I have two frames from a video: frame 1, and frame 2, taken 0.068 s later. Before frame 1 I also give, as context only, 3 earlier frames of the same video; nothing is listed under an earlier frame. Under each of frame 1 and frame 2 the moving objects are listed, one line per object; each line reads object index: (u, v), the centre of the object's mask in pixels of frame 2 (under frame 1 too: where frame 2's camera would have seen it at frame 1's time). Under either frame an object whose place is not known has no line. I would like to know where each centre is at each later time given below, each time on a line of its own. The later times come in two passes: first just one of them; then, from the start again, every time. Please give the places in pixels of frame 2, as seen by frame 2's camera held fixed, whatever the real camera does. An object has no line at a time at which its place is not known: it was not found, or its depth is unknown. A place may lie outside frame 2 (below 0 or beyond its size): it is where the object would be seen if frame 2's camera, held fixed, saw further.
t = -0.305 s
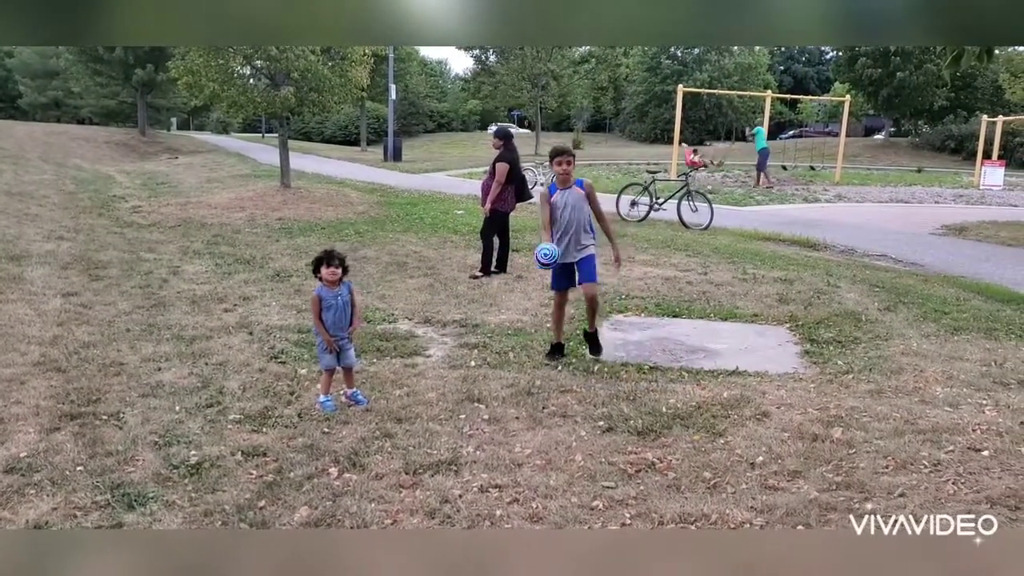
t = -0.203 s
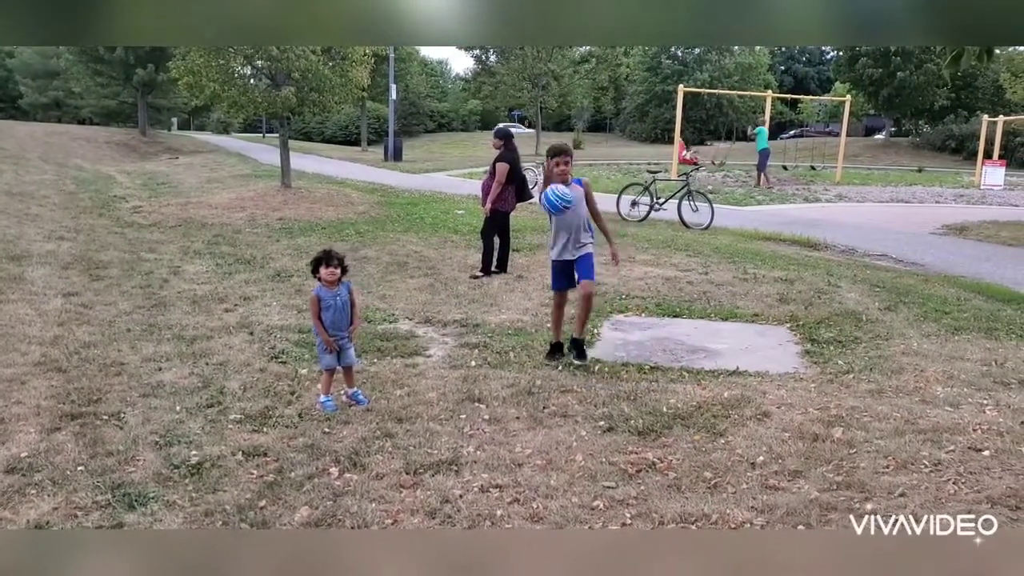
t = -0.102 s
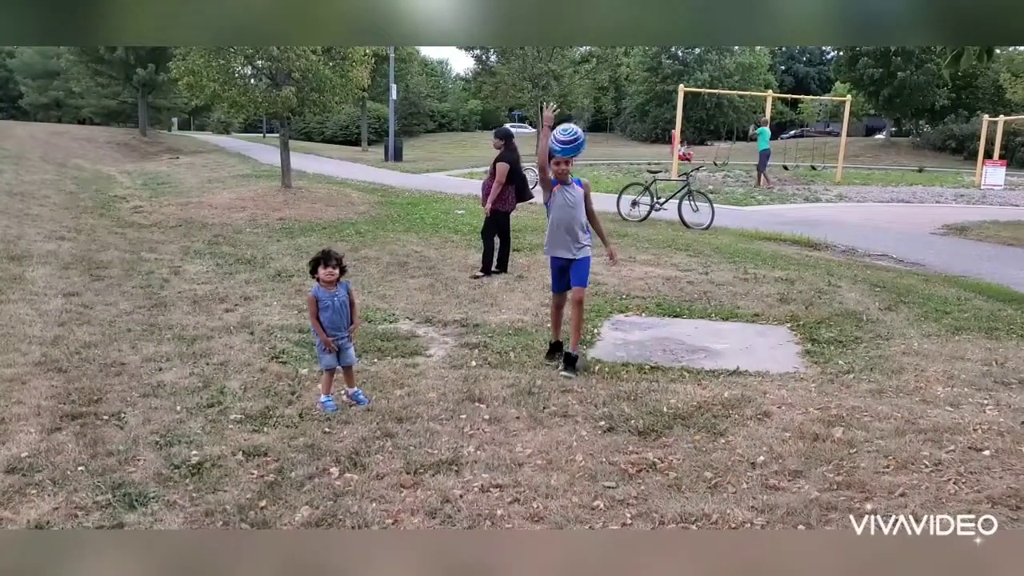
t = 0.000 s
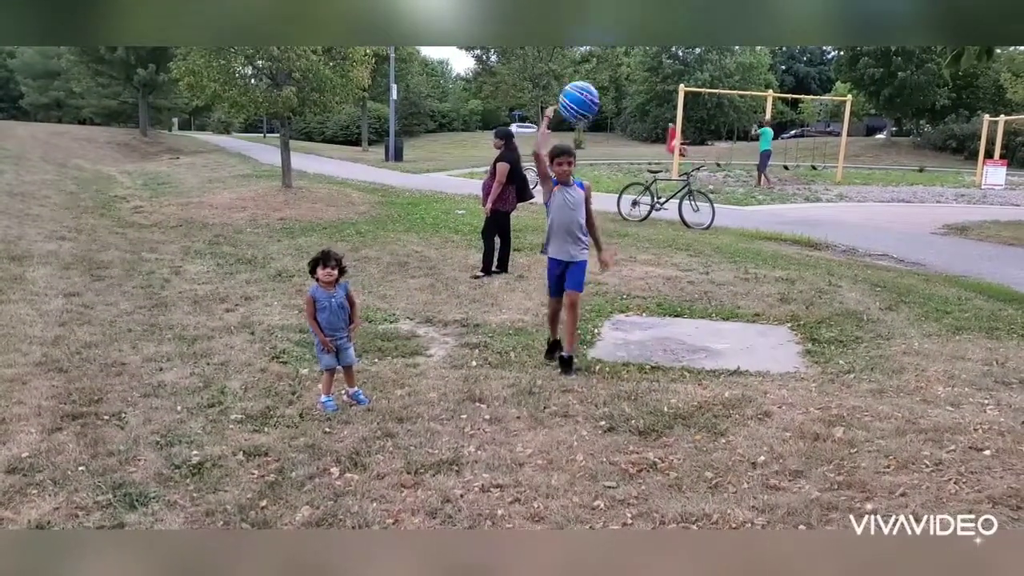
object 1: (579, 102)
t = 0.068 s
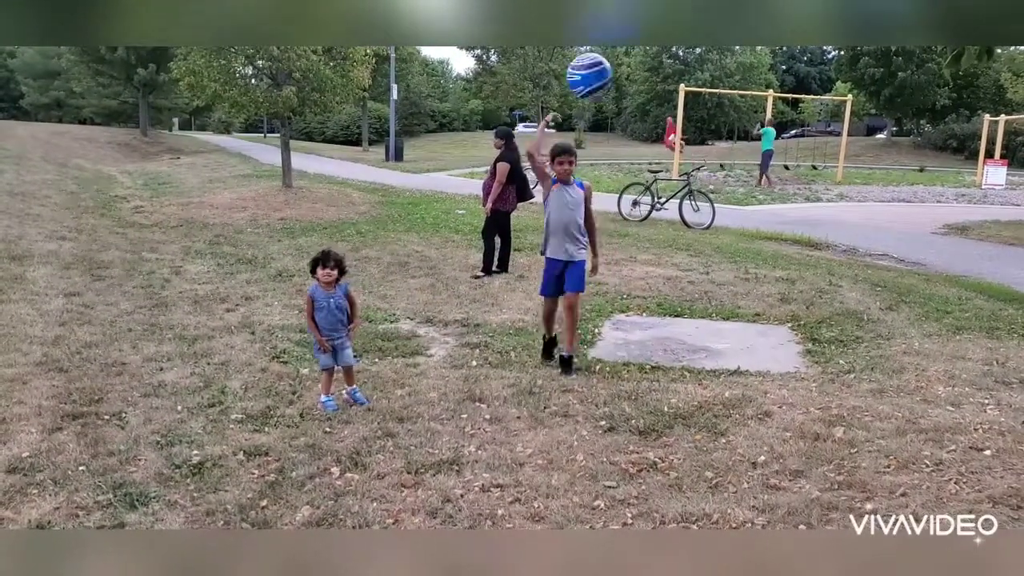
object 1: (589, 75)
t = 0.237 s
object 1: (605, 107)
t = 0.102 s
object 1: (593, 73)
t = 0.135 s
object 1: (598, 76)
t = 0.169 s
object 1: (601, 82)
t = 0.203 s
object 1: (602, 94)
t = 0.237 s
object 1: (605, 107)
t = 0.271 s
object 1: (608, 125)
